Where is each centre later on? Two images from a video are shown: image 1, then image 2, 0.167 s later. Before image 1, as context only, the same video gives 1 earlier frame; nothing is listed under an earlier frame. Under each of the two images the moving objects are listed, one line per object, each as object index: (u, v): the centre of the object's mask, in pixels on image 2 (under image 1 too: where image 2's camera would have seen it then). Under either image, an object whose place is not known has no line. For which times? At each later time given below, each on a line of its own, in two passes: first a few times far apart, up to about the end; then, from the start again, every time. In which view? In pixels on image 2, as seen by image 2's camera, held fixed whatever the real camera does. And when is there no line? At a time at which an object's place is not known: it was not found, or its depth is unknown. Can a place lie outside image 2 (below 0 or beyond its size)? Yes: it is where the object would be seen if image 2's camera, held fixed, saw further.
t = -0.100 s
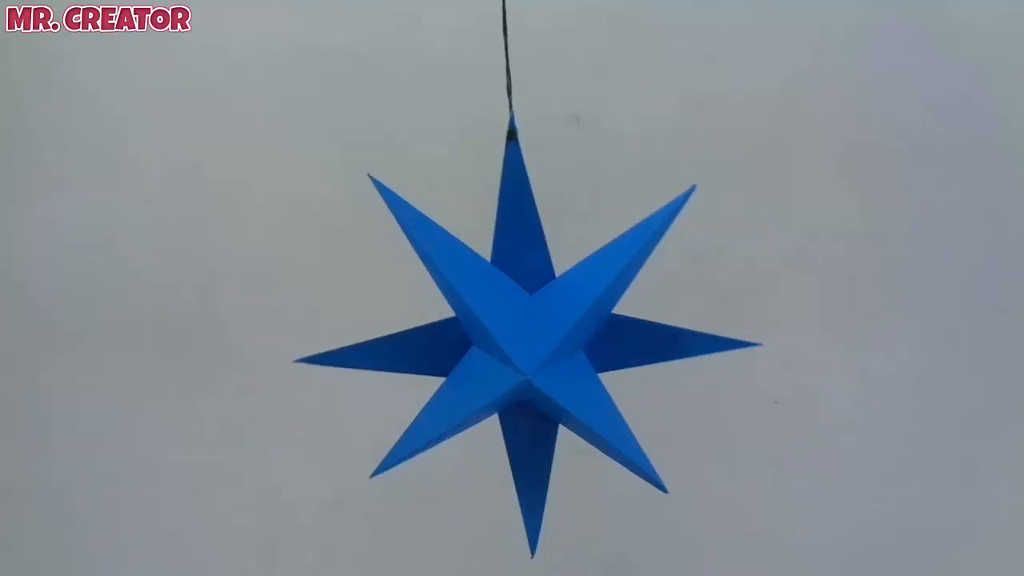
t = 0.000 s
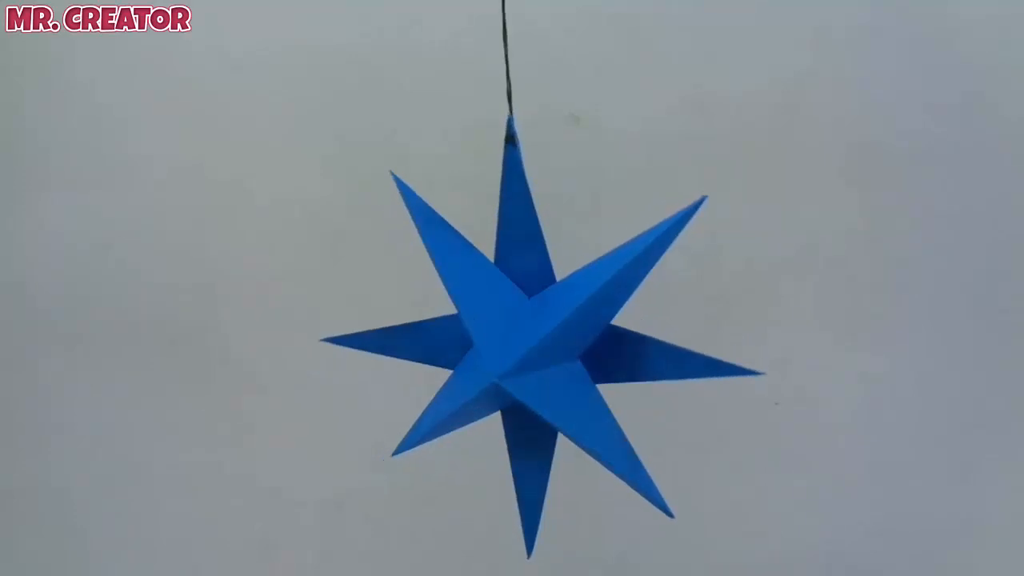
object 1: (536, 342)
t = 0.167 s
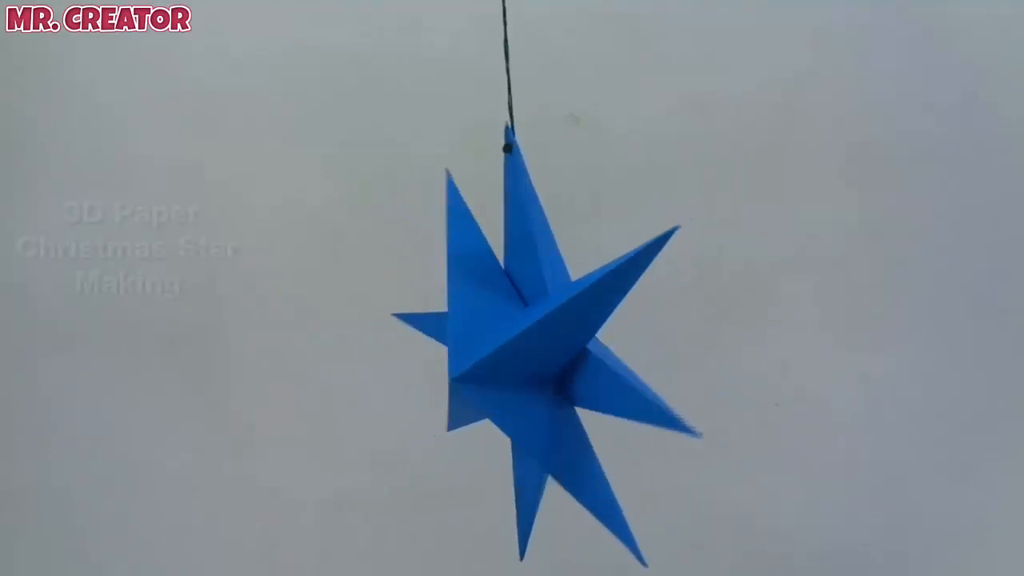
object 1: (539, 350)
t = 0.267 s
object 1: (531, 360)
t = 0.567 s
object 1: (519, 389)
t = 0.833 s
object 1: (545, 367)
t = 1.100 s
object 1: (575, 371)
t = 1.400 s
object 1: (567, 385)
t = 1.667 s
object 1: (565, 389)
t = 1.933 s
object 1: (554, 385)
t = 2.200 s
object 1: (556, 378)
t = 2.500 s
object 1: (569, 373)
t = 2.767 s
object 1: (561, 374)
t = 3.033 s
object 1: (540, 378)
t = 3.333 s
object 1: (543, 368)
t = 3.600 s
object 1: (561, 361)
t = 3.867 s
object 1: (559, 366)
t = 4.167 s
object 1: (548, 368)
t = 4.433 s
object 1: (546, 362)
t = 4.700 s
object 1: (540, 352)
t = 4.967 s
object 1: (552, 345)
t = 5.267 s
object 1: (563, 344)
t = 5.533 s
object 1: (554, 342)
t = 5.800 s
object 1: (548, 355)
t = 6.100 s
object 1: (544, 353)
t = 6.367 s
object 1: (542, 330)
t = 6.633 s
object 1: (553, 330)
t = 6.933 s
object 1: (562, 338)
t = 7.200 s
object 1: (563, 342)
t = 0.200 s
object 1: (537, 353)
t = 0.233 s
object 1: (534, 357)
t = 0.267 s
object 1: (531, 360)
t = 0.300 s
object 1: (526, 362)
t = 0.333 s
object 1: (523, 366)
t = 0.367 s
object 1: (522, 372)
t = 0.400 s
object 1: (522, 378)
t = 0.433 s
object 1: (522, 384)
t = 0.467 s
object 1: (521, 389)
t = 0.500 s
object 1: (519, 390)
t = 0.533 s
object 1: (518, 390)
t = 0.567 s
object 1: (519, 389)
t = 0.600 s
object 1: (521, 387)
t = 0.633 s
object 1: (522, 386)
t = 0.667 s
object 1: (524, 383)
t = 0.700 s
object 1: (527, 381)
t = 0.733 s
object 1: (531, 377)
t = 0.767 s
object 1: (534, 373)
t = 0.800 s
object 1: (539, 370)
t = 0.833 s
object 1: (545, 367)
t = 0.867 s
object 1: (551, 366)
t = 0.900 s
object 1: (556, 365)
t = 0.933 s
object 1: (561, 365)
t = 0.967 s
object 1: (566, 366)
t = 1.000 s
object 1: (570, 367)
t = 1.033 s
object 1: (573, 369)
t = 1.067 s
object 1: (575, 369)
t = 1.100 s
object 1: (575, 371)
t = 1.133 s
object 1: (576, 373)
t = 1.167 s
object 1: (576, 374)
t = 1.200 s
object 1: (576, 375)
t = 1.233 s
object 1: (574, 375)
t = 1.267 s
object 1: (573, 376)
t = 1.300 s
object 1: (572, 378)
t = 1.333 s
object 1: (570, 380)
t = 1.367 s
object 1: (568, 382)
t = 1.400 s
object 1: (567, 385)
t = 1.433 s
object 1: (566, 388)
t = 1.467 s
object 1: (567, 390)
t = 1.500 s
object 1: (567, 389)
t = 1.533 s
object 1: (568, 387)
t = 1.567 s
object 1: (568, 385)
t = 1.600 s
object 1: (567, 387)
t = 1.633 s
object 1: (567, 389)
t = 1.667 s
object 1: (565, 389)
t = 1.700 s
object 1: (564, 387)
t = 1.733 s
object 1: (563, 386)
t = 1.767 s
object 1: (561, 387)
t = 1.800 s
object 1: (560, 386)
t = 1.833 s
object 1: (558, 385)
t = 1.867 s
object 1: (557, 385)
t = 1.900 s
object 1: (555, 385)
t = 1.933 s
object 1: (554, 385)
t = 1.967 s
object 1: (553, 384)
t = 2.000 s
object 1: (553, 383)
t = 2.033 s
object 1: (553, 382)
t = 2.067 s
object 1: (553, 381)
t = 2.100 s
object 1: (554, 380)
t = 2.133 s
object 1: (554, 379)
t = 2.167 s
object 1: (555, 378)
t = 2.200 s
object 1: (556, 378)
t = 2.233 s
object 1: (557, 377)
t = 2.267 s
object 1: (558, 376)
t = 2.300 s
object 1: (560, 376)
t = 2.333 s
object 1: (562, 374)
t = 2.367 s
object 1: (563, 373)
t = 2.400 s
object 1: (566, 373)
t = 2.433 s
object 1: (567, 373)
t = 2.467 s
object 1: (569, 373)
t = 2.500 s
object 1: (569, 373)
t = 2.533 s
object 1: (569, 373)
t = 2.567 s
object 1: (569, 373)
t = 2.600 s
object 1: (567, 373)
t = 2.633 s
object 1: (565, 372)
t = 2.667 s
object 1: (563, 372)
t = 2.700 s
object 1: (560, 372)
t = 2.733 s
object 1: (560, 373)
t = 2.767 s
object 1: (561, 374)
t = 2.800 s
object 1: (560, 375)
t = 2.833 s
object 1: (557, 377)
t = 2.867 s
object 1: (554, 380)
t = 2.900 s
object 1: (550, 378)
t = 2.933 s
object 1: (547, 379)
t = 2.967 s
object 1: (544, 378)
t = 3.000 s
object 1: (541, 378)
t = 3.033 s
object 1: (540, 378)
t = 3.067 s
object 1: (539, 377)
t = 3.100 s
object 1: (538, 376)
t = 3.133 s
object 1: (537, 375)
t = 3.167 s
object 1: (537, 373)
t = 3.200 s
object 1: (539, 372)
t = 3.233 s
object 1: (540, 371)
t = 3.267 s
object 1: (540, 370)
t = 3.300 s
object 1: (542, 369)
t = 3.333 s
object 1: (543, 368)
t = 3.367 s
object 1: (544, 368)
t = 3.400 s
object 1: (547, 367)
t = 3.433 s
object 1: (549, 365)
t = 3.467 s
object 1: (552, 363)
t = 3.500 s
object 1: (555, 362)
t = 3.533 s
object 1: (557, 361)
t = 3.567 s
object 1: (560, 360)
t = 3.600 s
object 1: (561, 361)
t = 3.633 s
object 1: (561, 361)
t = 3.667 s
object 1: (561, 362)
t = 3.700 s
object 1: (562, 362)
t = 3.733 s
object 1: (562, 363)
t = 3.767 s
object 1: (561, 364)
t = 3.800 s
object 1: (561, 365)
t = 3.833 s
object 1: (560, 365)
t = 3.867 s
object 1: (559, 366)
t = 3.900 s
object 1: (558, 367)
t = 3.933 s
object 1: (557, 367)
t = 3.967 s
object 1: (557, 368)
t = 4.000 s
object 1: (554, 370)
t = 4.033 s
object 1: (553, 371)
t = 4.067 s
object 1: (551, 373)
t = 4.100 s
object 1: (549, 372)
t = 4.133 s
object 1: (548, 371)
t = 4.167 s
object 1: (548, 368)
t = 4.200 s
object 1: (549, 365)
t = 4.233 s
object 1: (549, 362)
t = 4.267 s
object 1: (549, 361)
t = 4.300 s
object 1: (548, 361)
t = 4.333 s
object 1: (548, 362)
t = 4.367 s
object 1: (548, 363)
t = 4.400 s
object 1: (548, 362)
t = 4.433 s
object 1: (546, 362)
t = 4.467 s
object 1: (546, 360)
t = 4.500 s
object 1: (545, 359)
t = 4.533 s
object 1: (544, 359)
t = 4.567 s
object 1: (543, 357)
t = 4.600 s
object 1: (542, 356)
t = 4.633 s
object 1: (540, 354)
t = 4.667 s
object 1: (539, 353)
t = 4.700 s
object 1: (540, 352)
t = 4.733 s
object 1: (540, 350)
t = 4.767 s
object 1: (542, 349)
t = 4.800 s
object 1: (543, 348)
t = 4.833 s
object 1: (545, 347)
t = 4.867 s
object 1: (547, 346)
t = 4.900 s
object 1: (549, 346)
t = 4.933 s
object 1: (550, 346)
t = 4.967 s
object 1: (552, 345)
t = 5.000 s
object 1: (552, 345)
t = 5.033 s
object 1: (555, 345)
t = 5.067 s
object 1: (556, 345)
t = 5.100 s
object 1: (558, 345)
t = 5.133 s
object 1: (560, 345)
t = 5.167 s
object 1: (561, 344)
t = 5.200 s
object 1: (562, 344)
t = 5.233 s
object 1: (562, 344)
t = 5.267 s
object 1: (563, 344)
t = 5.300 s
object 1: (563, 344)
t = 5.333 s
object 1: (561, 345)
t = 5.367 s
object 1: (560, 345)
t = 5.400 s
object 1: (559, 344)
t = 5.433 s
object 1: (558, 343)
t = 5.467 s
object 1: (557, 343)
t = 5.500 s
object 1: (556, 342)
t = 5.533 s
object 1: (554, 342)
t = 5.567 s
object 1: (552, 342)
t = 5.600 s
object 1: (550, 343)
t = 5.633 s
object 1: (547, 344)
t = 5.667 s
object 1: (547, 347)
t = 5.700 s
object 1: (547, 349)
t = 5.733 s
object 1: (547, 350)
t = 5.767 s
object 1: (548, 352)
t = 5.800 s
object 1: (548, 355)
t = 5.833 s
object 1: (548, 358)
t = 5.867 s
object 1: (547, 358)
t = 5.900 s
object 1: (545, 358)
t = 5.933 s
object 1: (545, 356)
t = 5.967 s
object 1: (544, 356)
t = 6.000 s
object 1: (544, 355)
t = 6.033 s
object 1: (545, 354)
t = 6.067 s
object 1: (545, 354)
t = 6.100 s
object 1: (544, 353)
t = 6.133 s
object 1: (544, 351)
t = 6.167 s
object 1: (543, 349)
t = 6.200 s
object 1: (543, 346)
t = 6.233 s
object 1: (542, 343)
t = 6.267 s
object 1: (542, 340)
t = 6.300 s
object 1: (543, 336)
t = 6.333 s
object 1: (542, 332)
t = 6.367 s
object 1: (542, 330)
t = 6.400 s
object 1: (543, 328)
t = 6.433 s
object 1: (543, 328)
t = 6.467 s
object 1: (543, 328)
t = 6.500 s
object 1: (545, 328)
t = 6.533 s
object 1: (547, 328)
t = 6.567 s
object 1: (549, 328)
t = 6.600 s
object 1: (552, 329)
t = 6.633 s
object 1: (553, 330)
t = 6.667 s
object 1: (556, 329)
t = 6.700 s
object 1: (556, 330)
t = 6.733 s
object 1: (557, 331)
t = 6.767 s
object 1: (557, 332)
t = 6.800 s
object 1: (558, 332)
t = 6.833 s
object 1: (559, 333)
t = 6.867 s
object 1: (560, 335)
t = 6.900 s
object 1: (561, 337)
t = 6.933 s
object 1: (562, 338)
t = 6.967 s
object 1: (563, 339)
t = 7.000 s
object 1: (564, 340)
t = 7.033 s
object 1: (565, 340)
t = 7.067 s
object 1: (566, 340)
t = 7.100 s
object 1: (566, 341)
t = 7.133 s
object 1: (565, 341)
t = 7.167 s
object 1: (565, 341)
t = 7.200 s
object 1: (563, 342)
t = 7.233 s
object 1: (562, 342)
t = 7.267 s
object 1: (560, 342)
